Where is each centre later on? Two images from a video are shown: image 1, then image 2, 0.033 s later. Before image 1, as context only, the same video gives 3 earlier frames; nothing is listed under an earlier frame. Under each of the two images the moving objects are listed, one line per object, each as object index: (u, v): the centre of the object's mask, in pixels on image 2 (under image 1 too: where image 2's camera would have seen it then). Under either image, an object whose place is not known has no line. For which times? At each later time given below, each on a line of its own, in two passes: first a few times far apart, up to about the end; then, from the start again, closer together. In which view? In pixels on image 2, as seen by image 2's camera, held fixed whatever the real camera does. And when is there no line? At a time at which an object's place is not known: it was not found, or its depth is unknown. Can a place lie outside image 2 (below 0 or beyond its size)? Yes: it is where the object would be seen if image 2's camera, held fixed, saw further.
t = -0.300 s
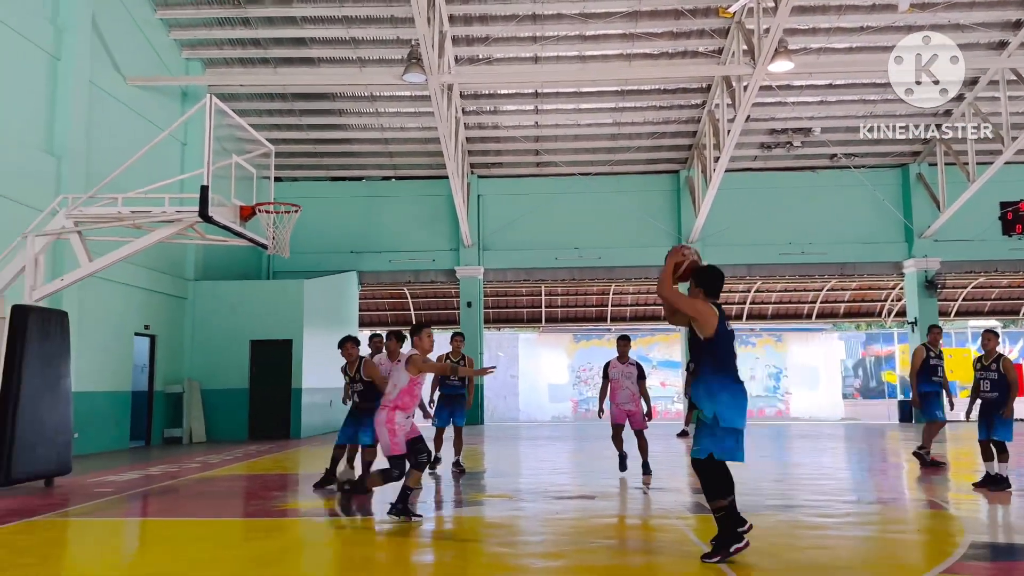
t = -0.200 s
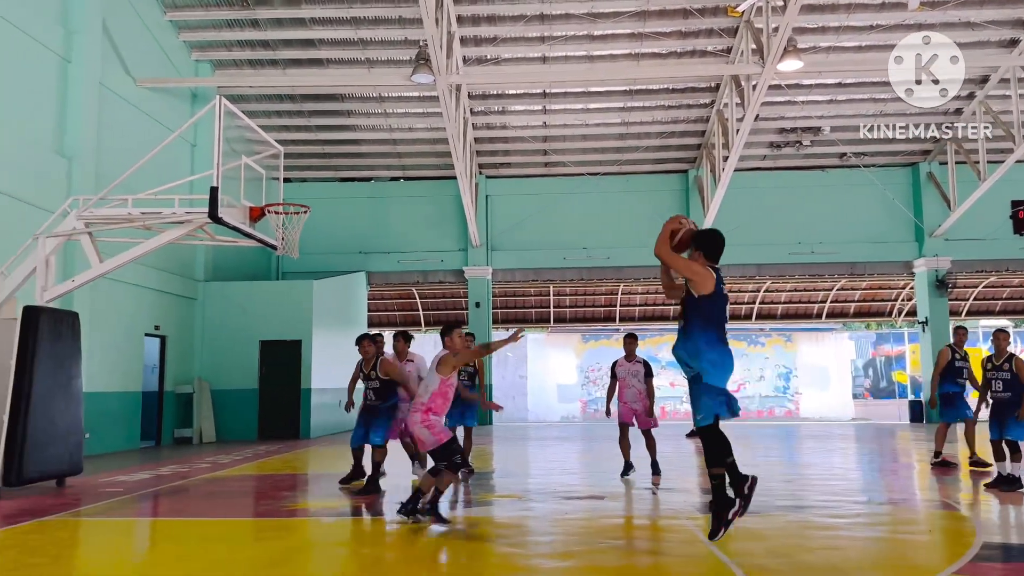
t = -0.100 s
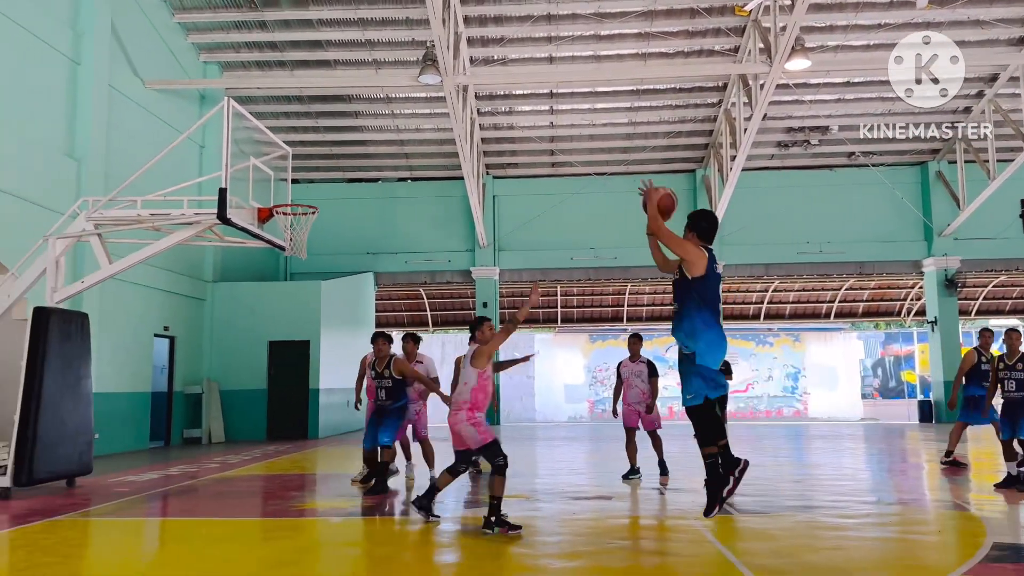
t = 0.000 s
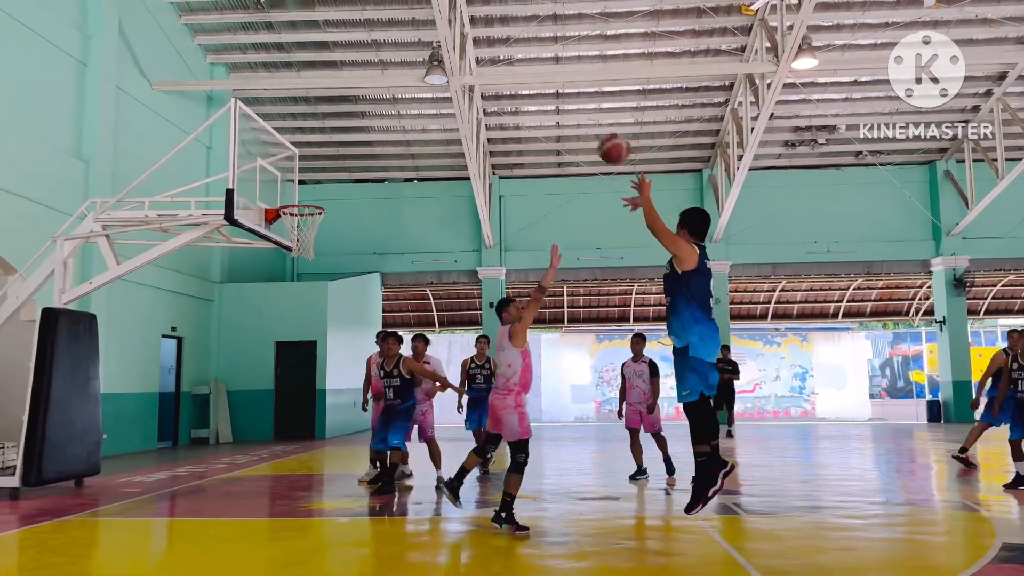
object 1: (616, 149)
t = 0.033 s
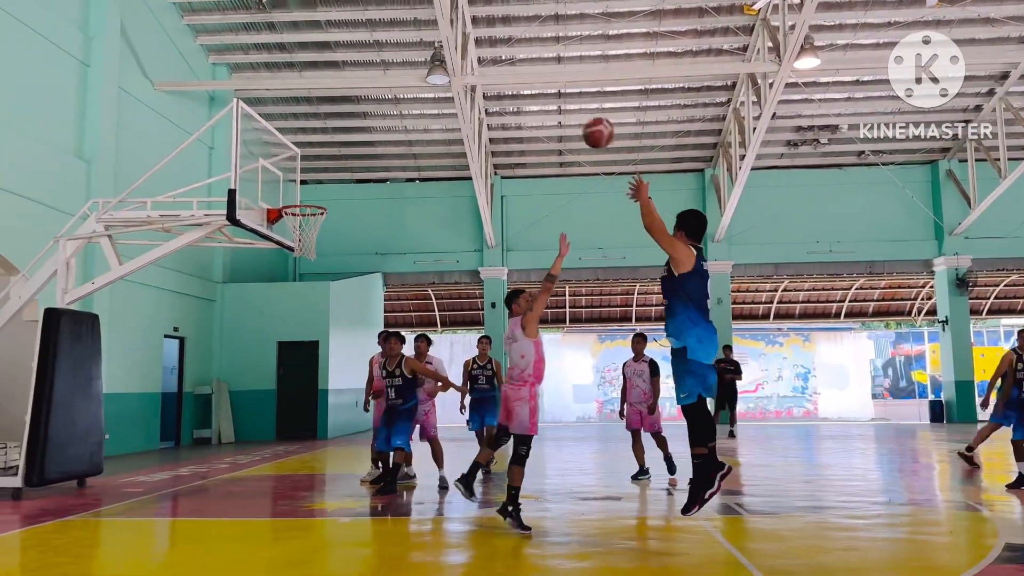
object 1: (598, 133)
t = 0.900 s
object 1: (299, 191)
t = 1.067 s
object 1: (349, 190)
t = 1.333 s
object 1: (453, 205)
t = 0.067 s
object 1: (580, 119)
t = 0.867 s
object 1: (307, 178)
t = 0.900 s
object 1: (299, 191)
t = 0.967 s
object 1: (307, 198)
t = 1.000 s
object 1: (321, 195)
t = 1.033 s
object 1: (335, 192)
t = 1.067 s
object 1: (349, 190)
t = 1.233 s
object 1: (415, 192)
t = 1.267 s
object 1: (428, 195)
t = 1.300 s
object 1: (440, 200)
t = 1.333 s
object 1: (453, 205)
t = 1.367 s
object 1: (466, 211)
